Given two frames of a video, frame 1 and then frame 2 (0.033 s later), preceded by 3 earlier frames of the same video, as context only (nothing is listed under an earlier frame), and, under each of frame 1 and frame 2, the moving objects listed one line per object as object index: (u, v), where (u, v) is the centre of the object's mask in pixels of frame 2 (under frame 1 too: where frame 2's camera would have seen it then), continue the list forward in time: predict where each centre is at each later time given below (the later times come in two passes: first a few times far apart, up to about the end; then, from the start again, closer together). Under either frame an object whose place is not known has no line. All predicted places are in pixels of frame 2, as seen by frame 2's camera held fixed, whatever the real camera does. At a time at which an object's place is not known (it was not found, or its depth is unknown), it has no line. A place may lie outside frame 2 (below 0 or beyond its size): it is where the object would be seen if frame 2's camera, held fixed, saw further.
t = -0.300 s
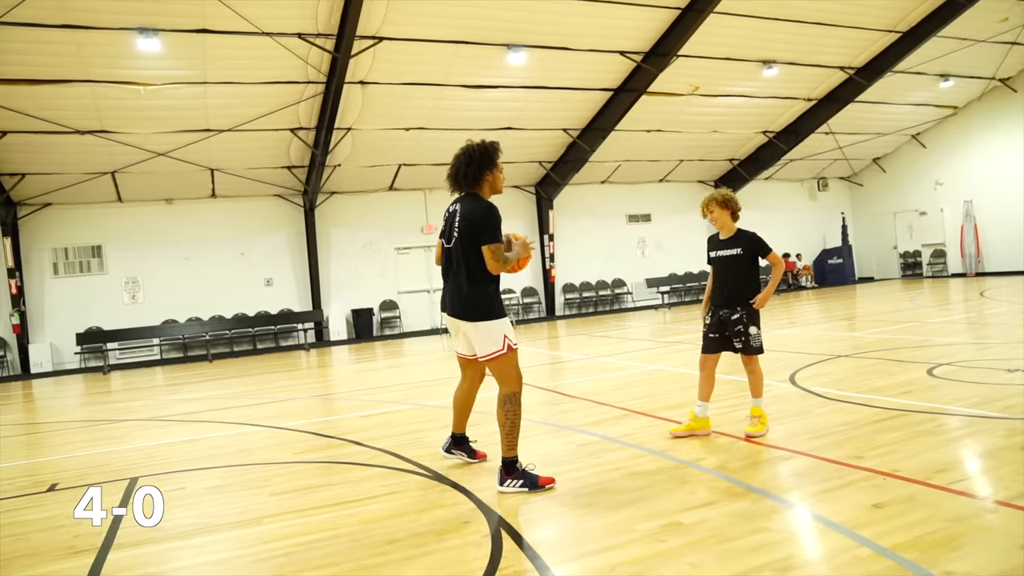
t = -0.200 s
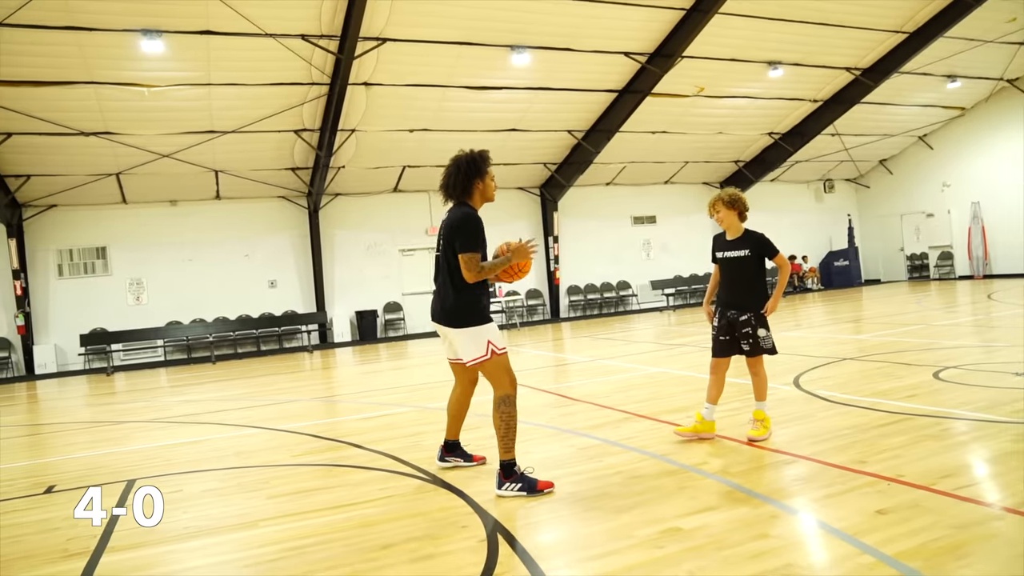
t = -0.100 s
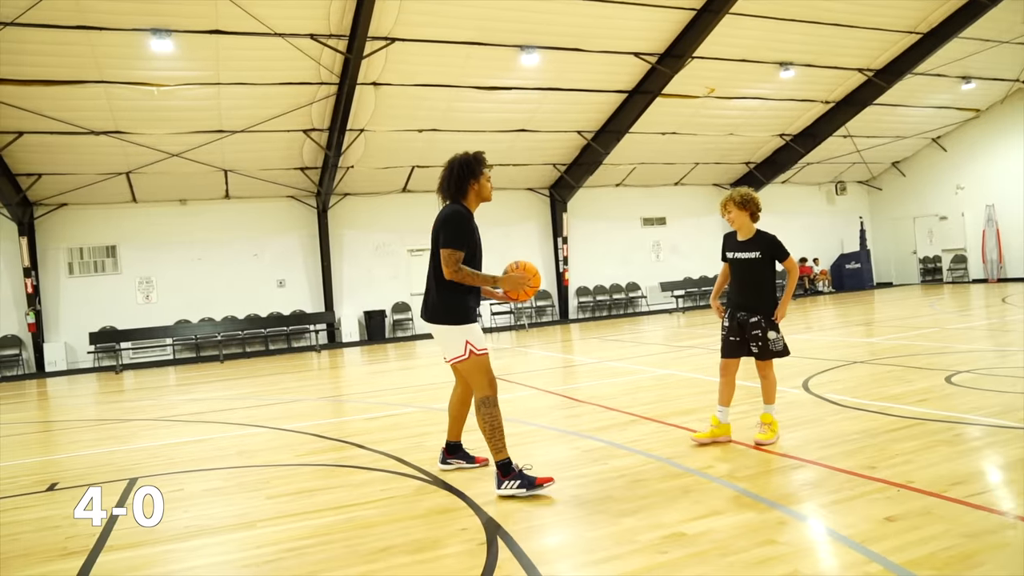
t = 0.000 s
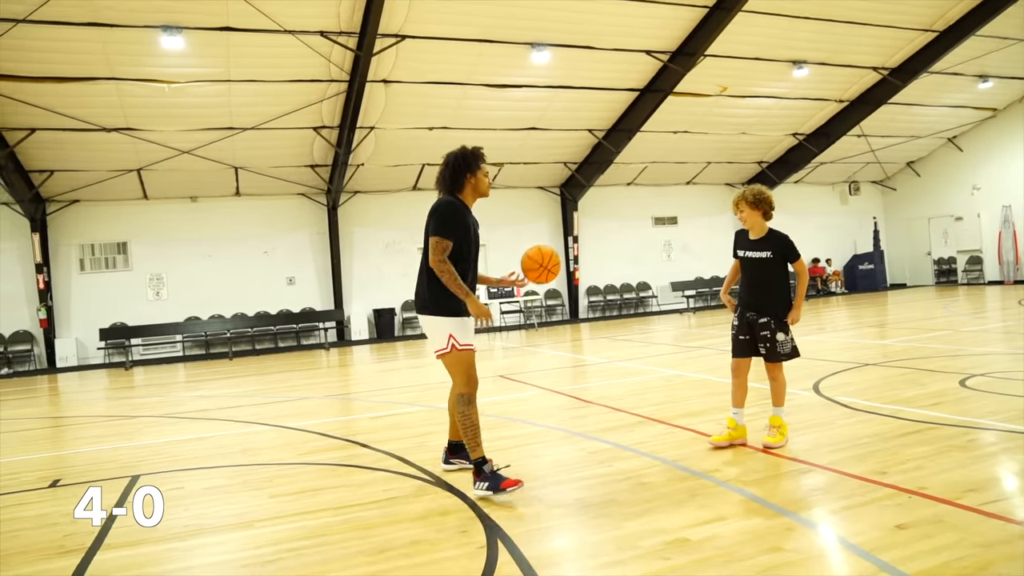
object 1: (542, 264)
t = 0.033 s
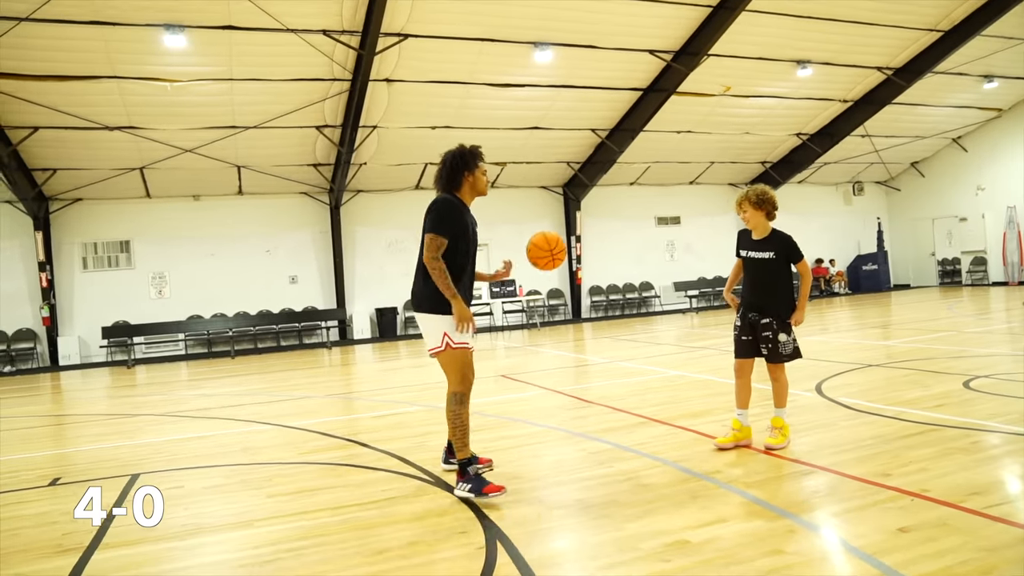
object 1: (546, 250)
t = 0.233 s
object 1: (570, 207)
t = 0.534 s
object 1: (596, 270)
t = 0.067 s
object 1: (550, 239)
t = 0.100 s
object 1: (555, 229)
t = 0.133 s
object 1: (559, 220)
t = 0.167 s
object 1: (563, 213)
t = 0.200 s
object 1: (566, 209)
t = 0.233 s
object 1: (570, 207)
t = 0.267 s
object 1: (573, 206)
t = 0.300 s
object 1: (578, 207)
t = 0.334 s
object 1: (581, 210)
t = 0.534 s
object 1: (596, 270)
